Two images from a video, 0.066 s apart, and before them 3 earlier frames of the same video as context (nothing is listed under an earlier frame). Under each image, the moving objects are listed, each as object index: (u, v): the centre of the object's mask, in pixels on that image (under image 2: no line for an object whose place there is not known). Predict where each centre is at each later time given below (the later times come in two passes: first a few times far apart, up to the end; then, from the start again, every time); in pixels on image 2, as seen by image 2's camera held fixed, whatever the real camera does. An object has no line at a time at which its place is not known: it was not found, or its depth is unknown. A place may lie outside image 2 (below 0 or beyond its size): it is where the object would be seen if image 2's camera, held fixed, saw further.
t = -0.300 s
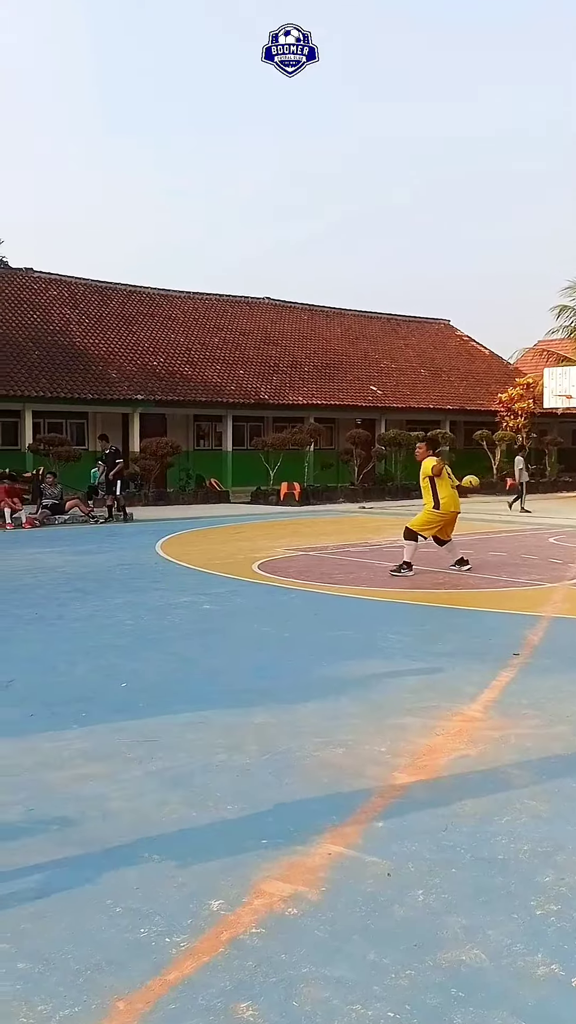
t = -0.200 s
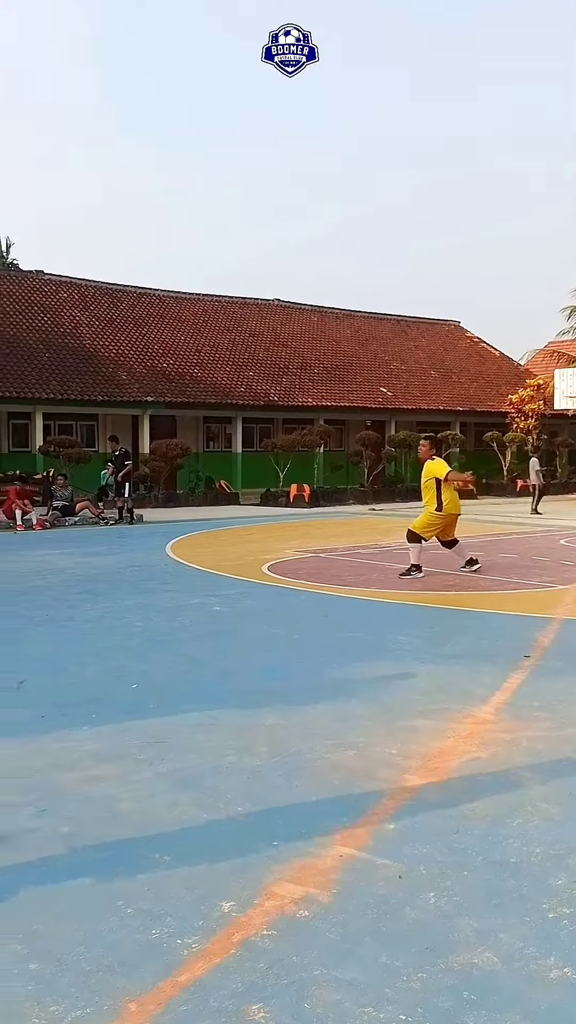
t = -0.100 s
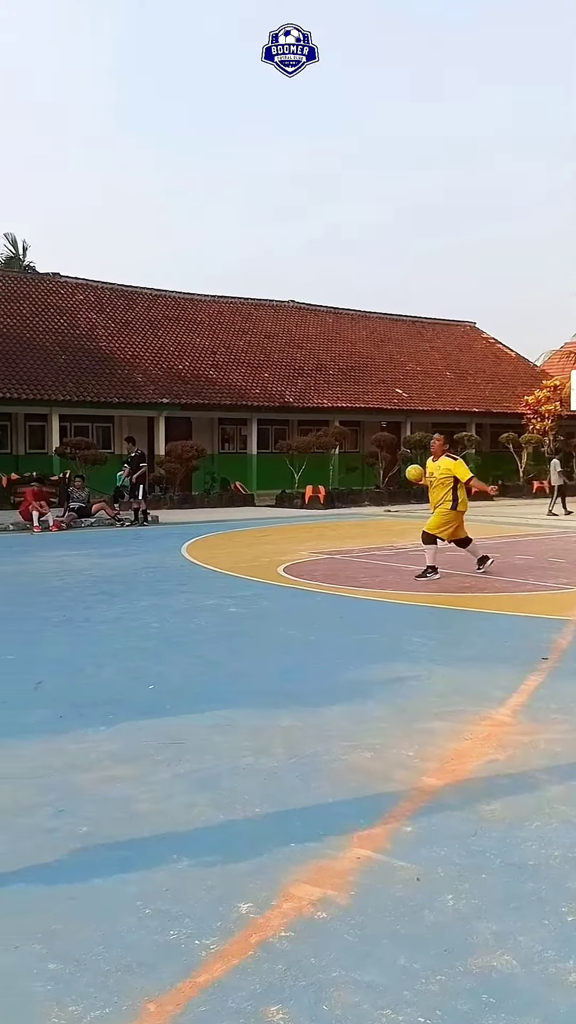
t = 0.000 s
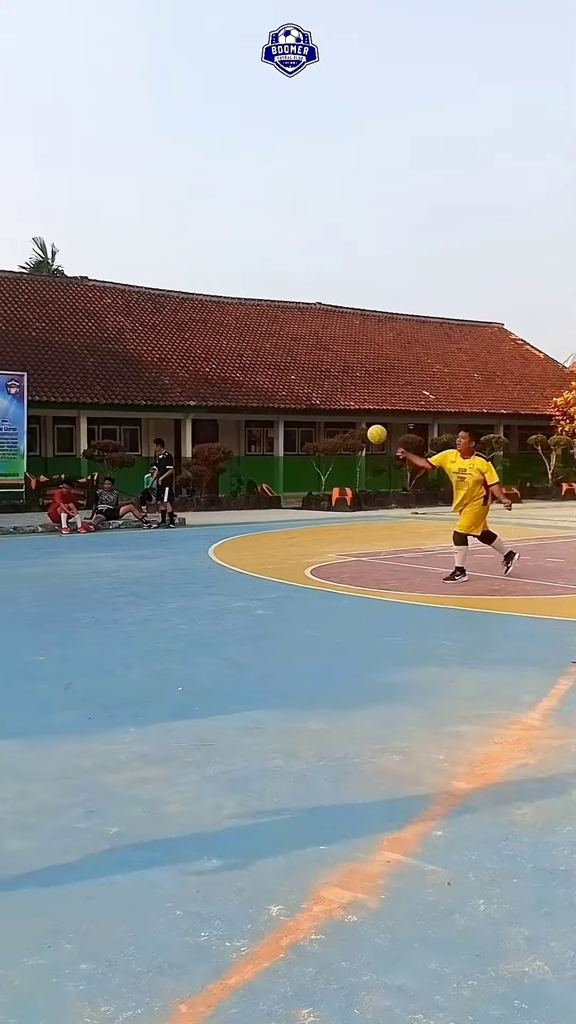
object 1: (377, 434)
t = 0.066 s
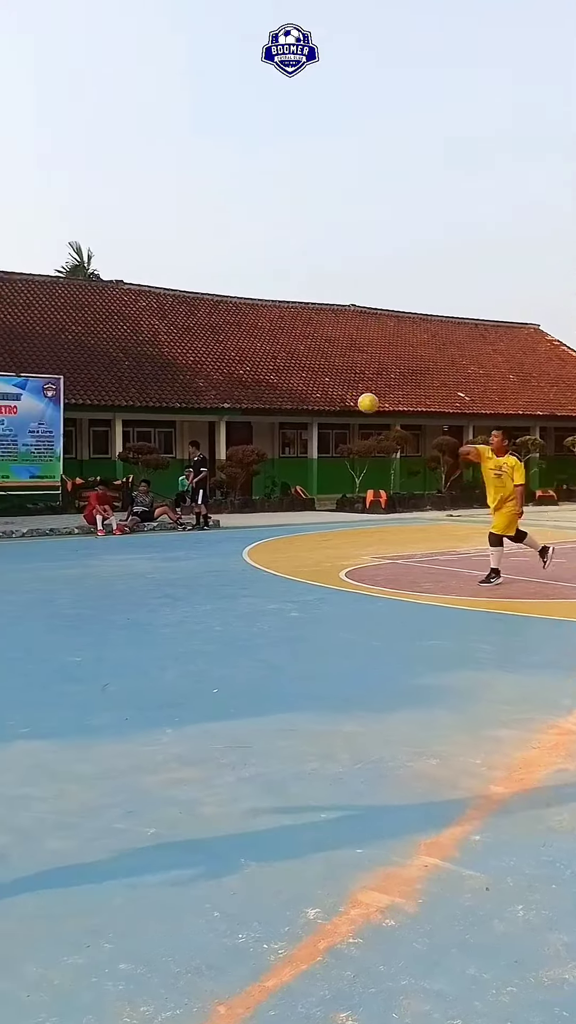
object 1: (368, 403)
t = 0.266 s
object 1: (203, 304)
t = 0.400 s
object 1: (47, 238)
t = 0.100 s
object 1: (344, 387)
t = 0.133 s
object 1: (319, 370)
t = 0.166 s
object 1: (293, 353)
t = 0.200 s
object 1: (265, 336)
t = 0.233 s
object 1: (235, 320)
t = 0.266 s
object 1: (203, 304)
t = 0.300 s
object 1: (169, 288)
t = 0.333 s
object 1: (132, 271)
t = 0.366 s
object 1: (92, 255)
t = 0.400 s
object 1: (47, 238)
